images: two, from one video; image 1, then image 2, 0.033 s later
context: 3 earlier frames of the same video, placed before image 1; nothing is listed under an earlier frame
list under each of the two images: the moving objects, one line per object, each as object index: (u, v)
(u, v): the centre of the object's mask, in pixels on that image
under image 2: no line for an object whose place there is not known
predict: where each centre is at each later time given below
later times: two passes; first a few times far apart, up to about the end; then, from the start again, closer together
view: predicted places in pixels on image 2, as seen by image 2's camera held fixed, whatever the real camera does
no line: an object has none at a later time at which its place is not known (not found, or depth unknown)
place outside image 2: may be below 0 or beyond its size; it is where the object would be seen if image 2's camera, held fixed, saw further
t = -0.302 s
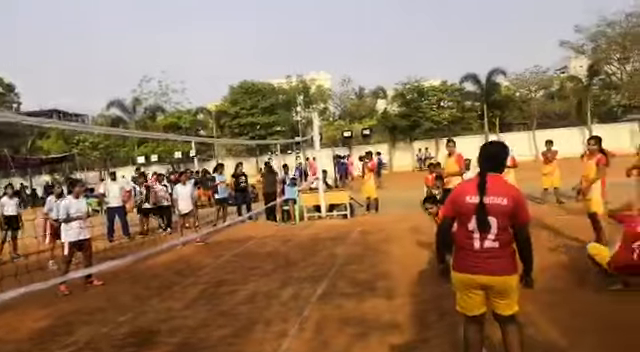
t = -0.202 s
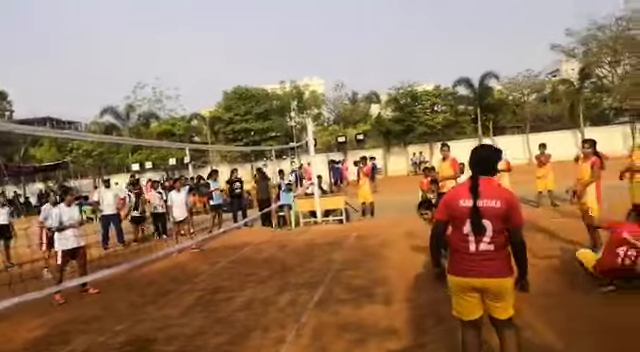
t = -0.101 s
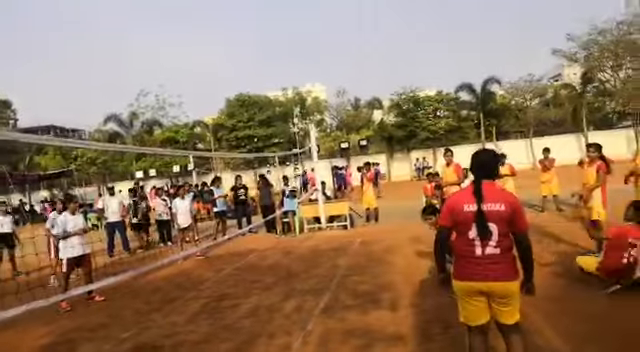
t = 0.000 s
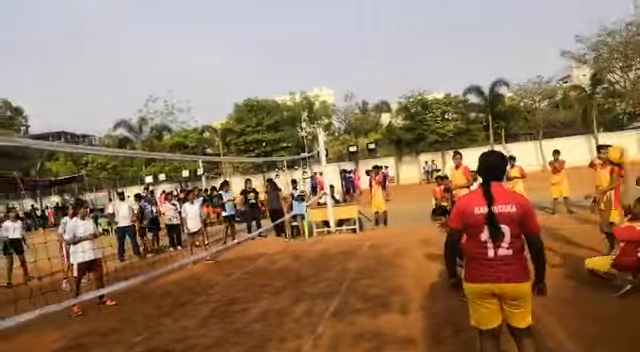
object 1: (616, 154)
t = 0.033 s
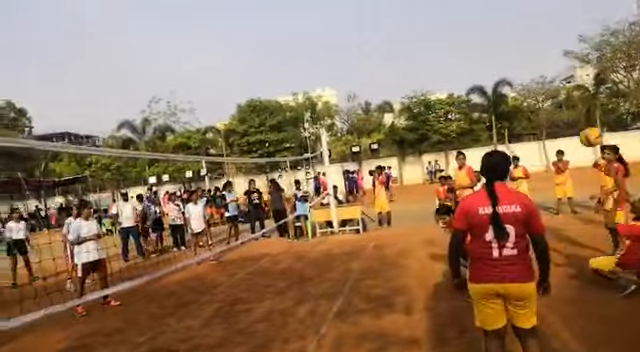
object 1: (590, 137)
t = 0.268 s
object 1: (424, 43)
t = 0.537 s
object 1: (275, 5)
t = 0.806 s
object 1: (161, 23)
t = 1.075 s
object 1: (74, 82)
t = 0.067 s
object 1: (565, 119)
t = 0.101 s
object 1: (541, 103)
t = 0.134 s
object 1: (515, 90)
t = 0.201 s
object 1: (468, 64)
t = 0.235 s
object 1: (445, 54)
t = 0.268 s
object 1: (424, 43)
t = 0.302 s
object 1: (405, 36)
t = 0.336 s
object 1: (385, 27)
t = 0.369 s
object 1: (365, 22)
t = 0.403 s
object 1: (346, 17)
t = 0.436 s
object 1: (327, 13)
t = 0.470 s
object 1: (309, 10)
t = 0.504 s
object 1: (292, 6)
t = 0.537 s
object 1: (275, 5)
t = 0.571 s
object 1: (259, 5)
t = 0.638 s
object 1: (229, 6)
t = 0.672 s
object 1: (215, 8)
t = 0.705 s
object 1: (201, 11)
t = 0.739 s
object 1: (188, 15)
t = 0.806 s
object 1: (161, 23)
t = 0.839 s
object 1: (149, 28)
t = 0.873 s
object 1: (138, 34)
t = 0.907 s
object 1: (127, 41)
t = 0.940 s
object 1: (116, 48)
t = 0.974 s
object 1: (105, 56)
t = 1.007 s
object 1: (95, 64)
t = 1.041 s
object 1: (85, 73)
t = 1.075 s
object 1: (74, 82)
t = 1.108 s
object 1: (65, 91)
